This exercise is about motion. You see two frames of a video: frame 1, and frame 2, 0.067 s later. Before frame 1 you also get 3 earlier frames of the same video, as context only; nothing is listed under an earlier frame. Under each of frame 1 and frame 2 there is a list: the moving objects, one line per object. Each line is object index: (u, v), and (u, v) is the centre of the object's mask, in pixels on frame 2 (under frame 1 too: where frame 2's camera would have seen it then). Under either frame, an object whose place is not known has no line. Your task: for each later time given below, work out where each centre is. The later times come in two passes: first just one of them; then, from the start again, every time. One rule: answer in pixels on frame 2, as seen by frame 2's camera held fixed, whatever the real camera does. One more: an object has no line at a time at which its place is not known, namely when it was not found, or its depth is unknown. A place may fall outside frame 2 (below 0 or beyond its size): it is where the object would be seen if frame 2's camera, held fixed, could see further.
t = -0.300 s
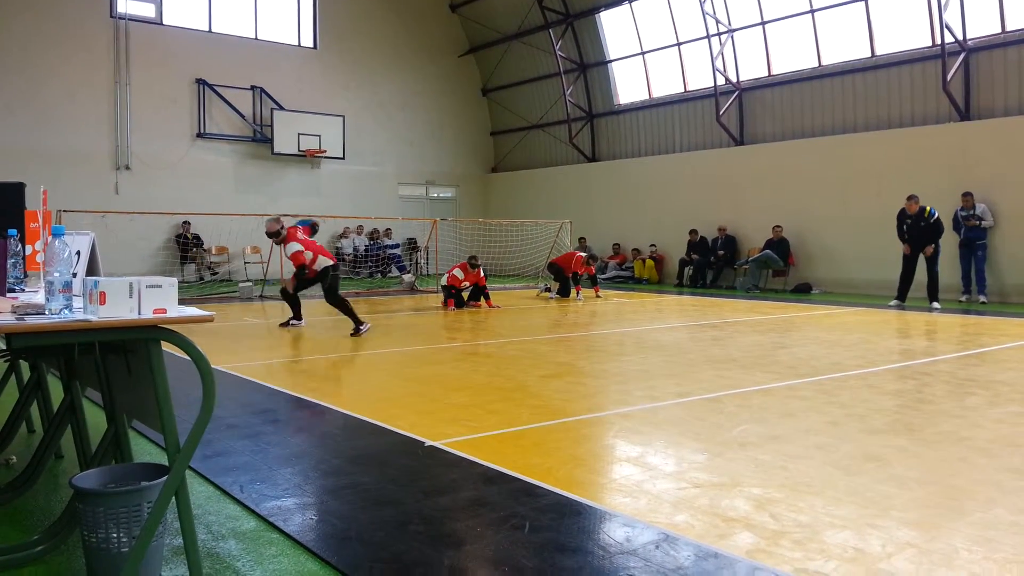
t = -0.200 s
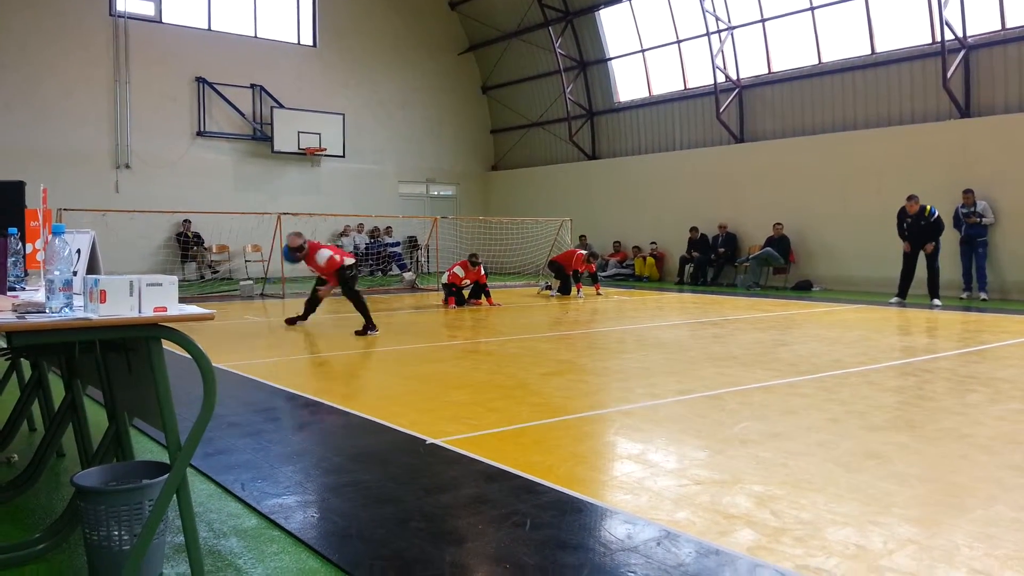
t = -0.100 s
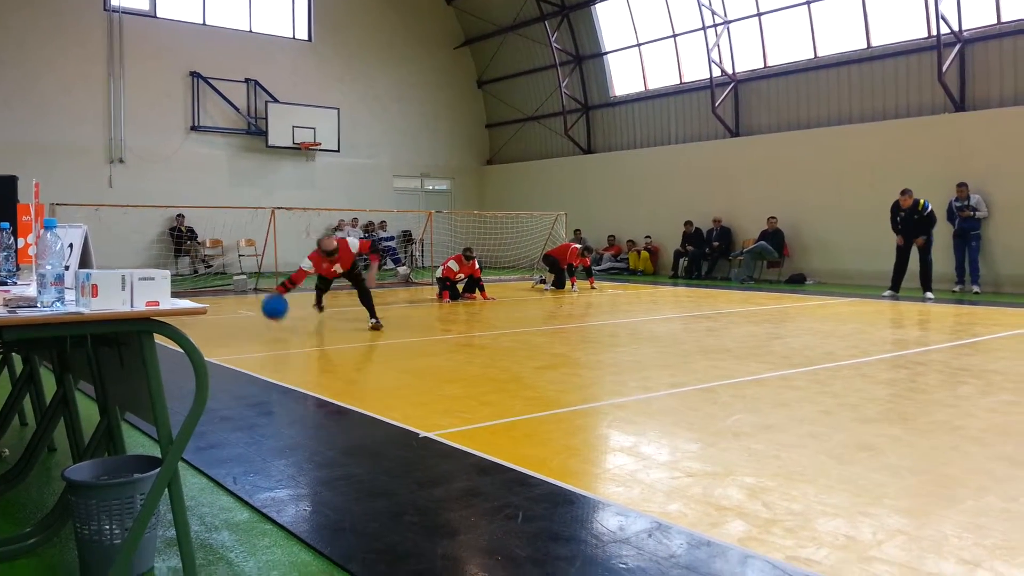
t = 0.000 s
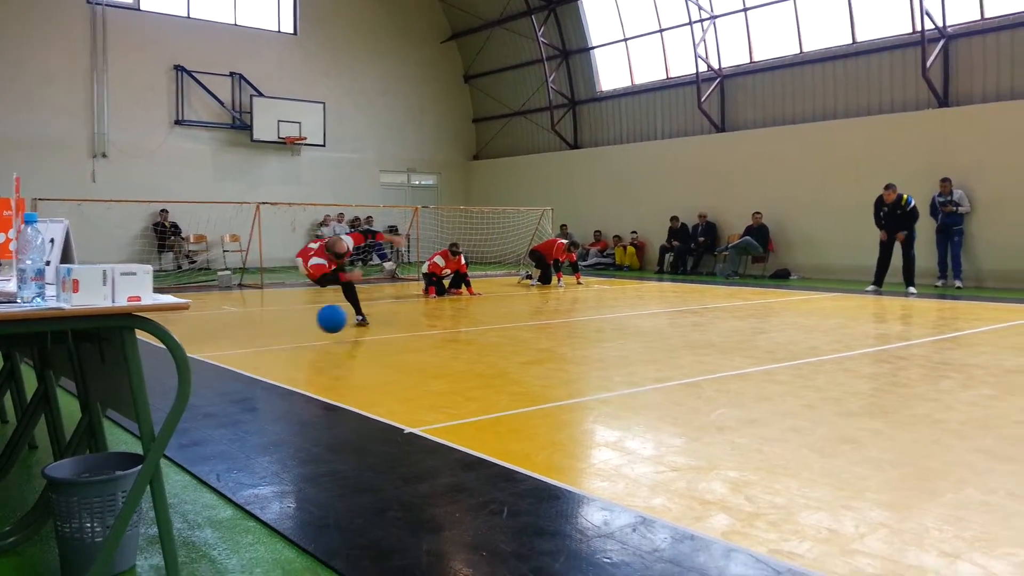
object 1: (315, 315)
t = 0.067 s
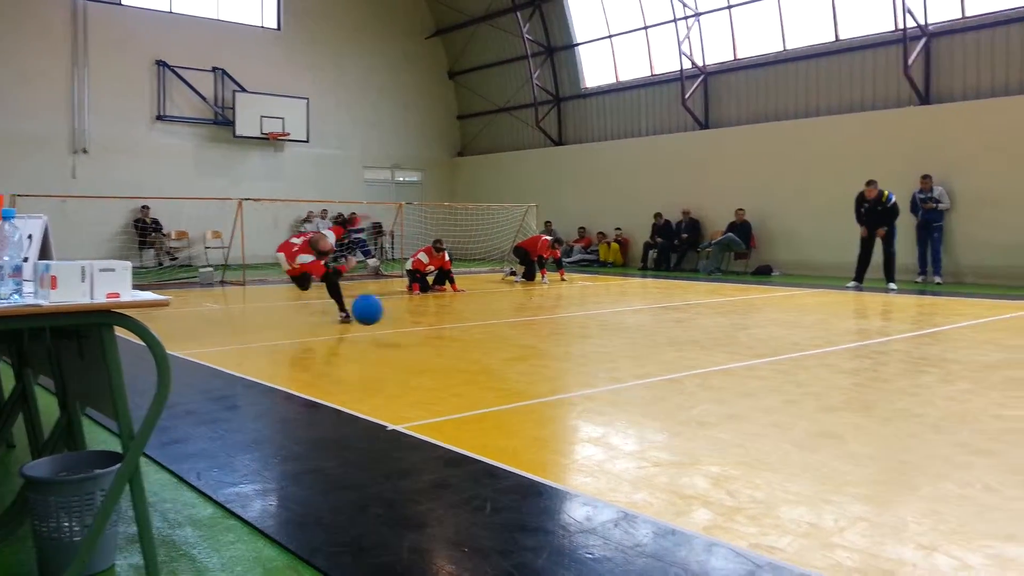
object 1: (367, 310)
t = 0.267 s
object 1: (586, 331)
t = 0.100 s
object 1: (397, 308)
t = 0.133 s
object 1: (428, 308)
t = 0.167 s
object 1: (463, 310)
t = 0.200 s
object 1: (501, 314)
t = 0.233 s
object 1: (541, 321)
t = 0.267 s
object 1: (586, 331)
